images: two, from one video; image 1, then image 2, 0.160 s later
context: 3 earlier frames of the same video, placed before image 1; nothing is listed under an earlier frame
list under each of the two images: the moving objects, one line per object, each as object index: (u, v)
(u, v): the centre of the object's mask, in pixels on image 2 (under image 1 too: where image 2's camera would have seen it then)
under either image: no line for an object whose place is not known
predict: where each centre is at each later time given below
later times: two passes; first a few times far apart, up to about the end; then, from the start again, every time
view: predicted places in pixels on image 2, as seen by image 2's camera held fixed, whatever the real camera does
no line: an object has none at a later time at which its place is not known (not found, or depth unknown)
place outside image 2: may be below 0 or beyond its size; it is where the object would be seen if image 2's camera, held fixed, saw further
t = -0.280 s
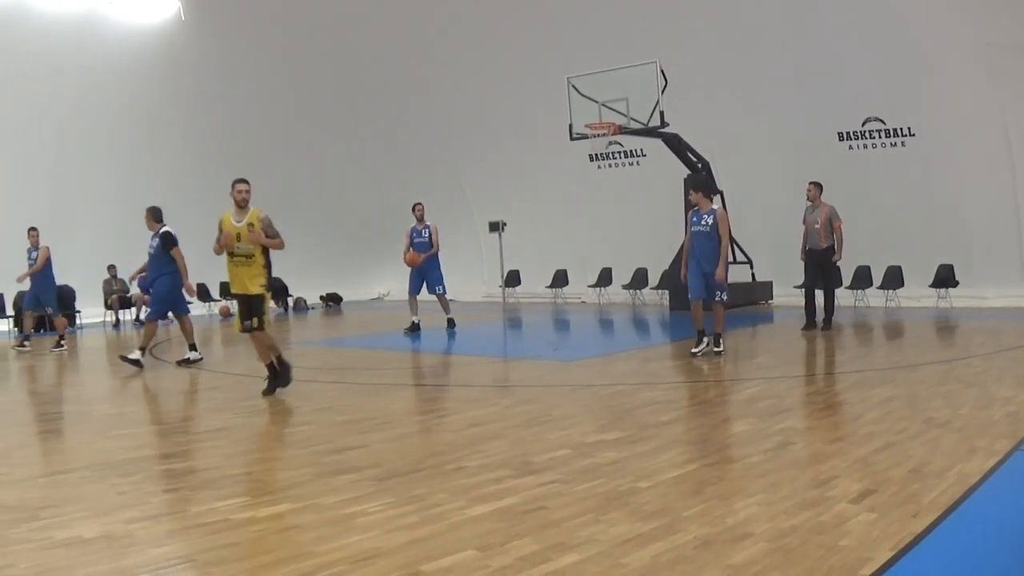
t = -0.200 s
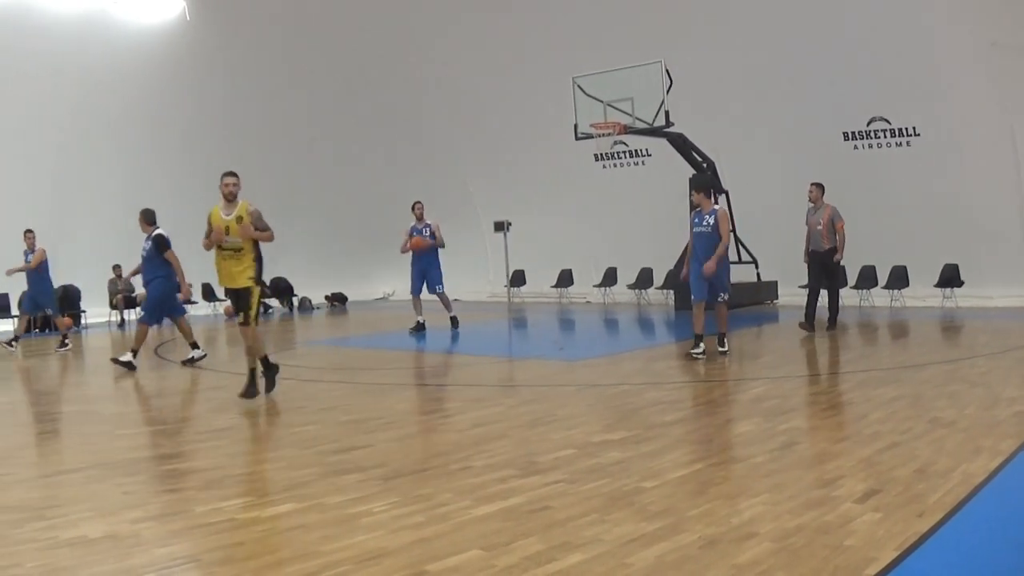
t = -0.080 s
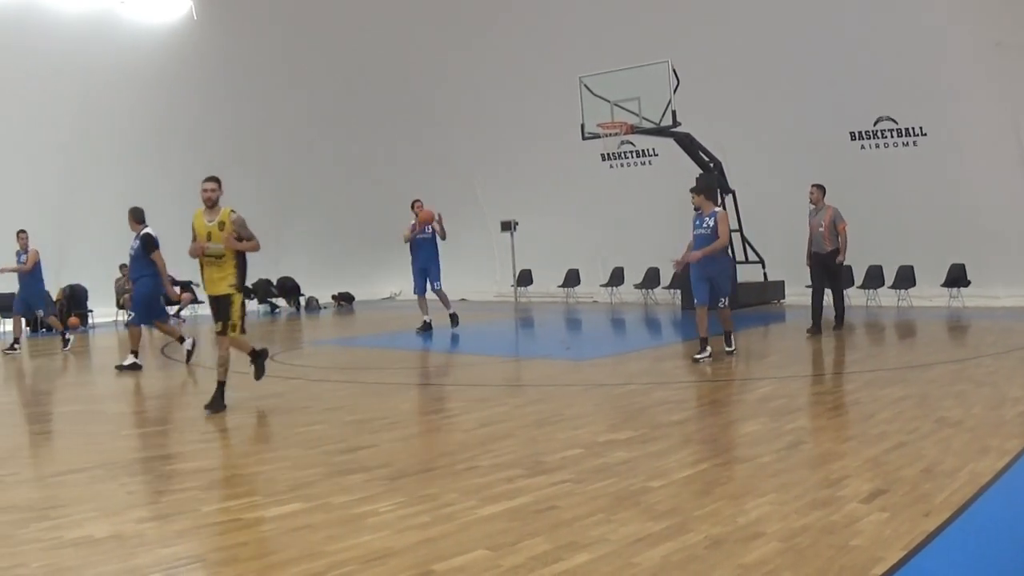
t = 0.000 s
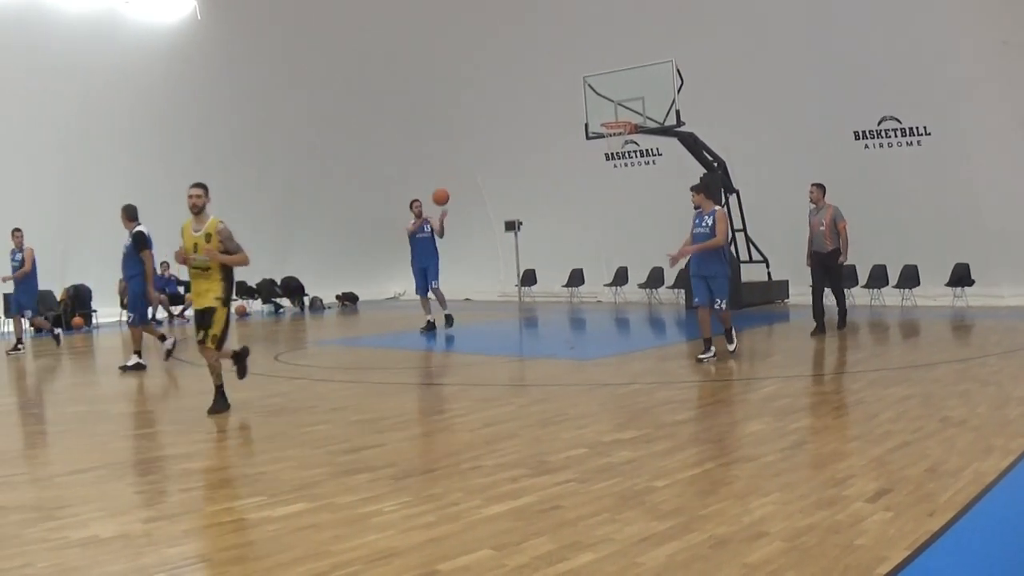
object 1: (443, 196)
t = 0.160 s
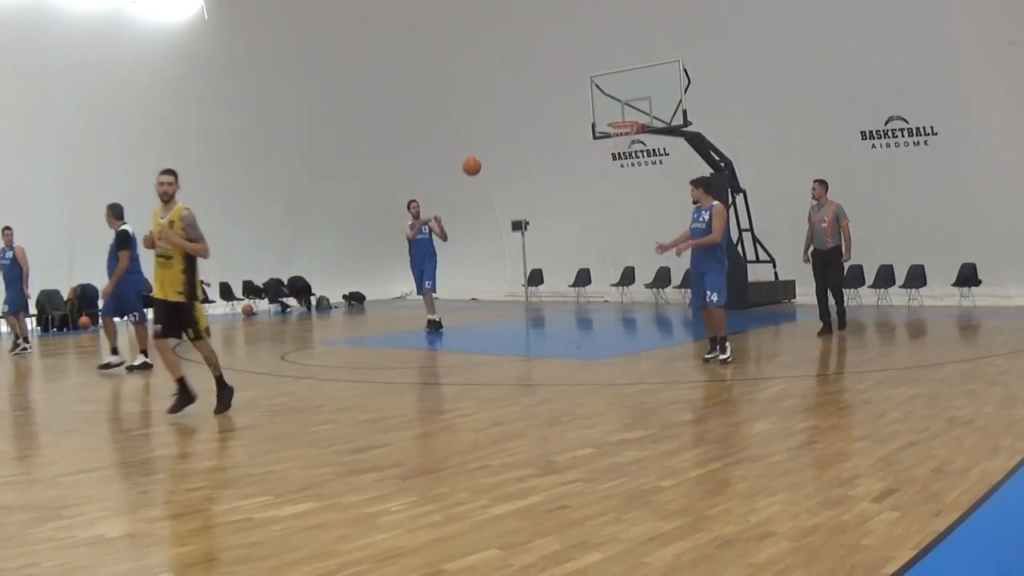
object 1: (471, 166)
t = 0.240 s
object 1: (487, 157)
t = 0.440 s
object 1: (525, 156)
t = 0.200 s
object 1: (479, 161)
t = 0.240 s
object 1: (487, 157)
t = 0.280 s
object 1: (494, 154)
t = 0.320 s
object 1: (502, 153)
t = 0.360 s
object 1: (509, 153)
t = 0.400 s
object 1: (516, 153)
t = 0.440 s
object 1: (525, 156)
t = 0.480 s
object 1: (536, 160)
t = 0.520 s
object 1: (545, 166)
